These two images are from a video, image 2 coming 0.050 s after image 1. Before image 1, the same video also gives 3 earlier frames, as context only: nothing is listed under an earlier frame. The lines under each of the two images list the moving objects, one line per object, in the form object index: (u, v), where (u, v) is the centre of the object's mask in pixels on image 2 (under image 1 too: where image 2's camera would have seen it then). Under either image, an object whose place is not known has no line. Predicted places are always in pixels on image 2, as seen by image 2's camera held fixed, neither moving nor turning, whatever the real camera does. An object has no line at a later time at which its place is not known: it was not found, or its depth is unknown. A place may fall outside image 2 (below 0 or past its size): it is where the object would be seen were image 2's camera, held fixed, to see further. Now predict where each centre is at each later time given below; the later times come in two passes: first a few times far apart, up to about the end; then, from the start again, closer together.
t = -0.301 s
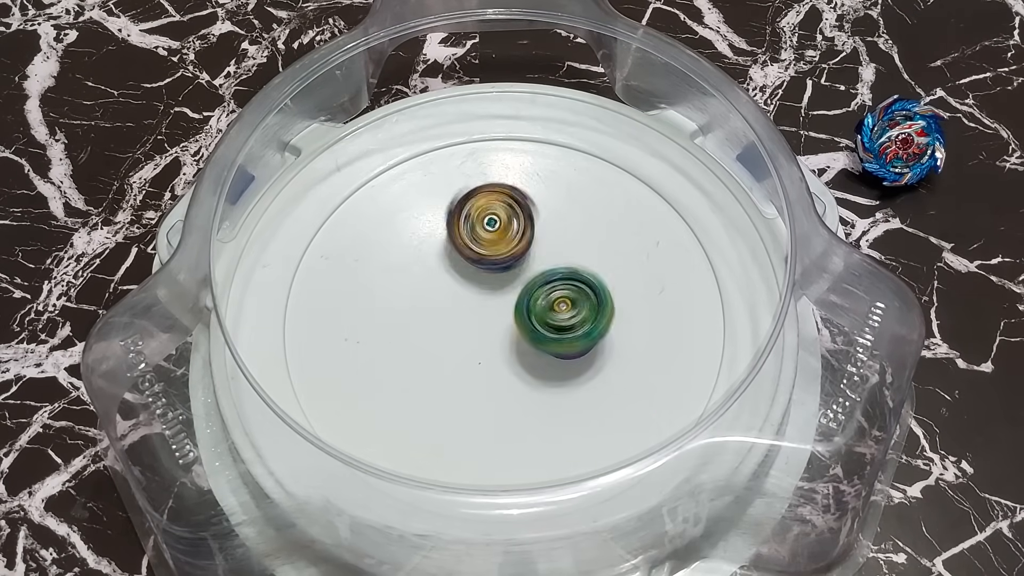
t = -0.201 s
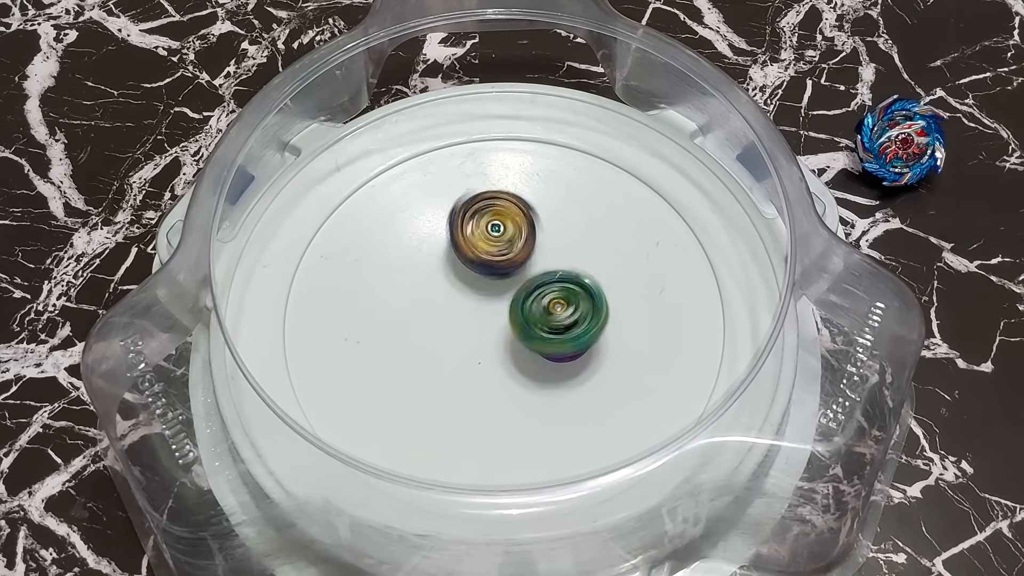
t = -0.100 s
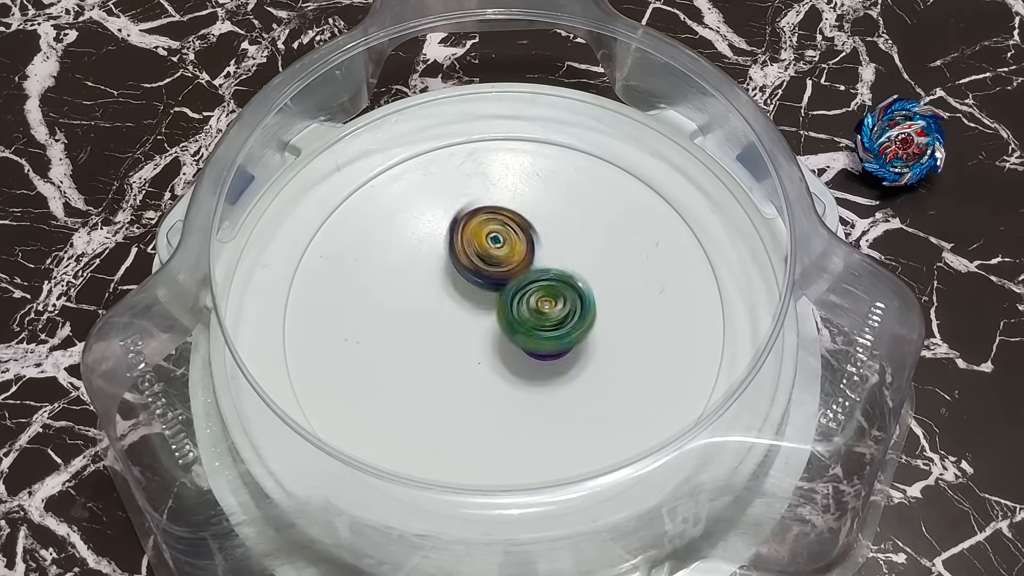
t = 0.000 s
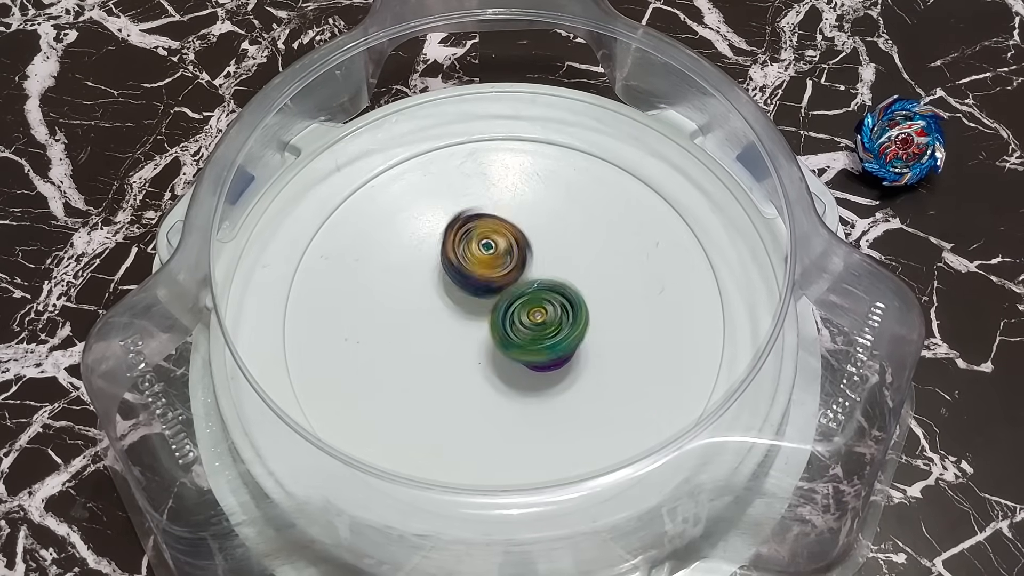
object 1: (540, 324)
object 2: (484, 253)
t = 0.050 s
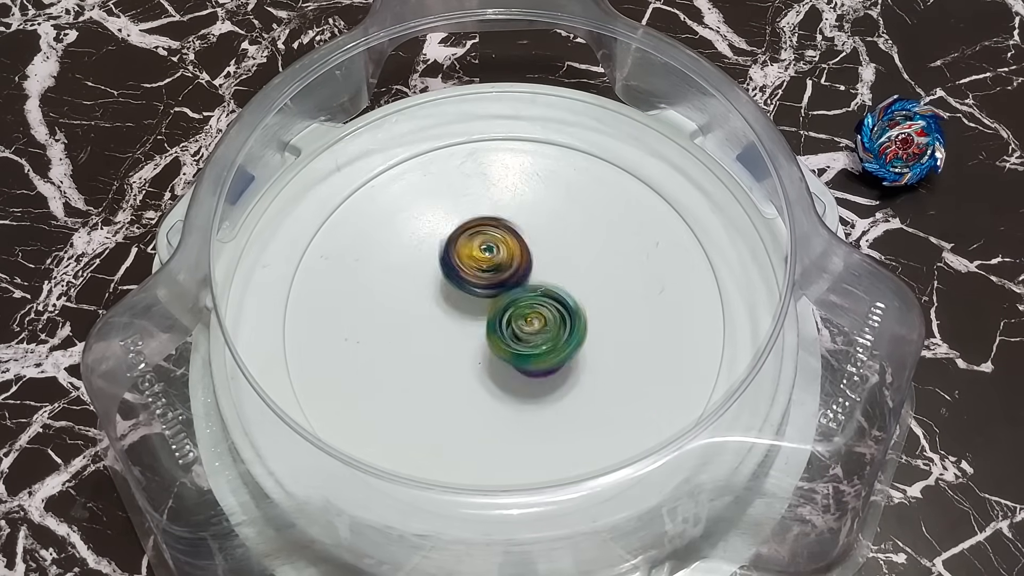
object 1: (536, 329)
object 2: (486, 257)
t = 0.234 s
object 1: (517, 352)
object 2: (485, 256)
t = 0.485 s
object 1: (484, 334)
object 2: (490, 247)
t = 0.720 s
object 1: (484, 329)
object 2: (496, 242)
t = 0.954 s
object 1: (487, 338)
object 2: (497, 252)
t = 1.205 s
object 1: (495, 334)
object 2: (502, 252)
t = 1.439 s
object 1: (495, 347)
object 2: (506, 245)
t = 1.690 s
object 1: (503, 343)
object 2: (499, 256)
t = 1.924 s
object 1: (505, 362)
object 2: (506, 259)
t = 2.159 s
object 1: (503, 340)
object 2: (521, 255)
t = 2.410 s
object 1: (500, 337)
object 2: (531, 256)
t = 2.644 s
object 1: (477, 342)
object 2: (533, 270)
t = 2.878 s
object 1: (471, 325)
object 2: (544, 268)
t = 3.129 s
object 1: (448, 313)
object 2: (554, 264)
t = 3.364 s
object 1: (436, 303)
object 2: (557, 257)
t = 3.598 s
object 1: (451, 297)
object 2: (565, 279)
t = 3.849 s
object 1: (471, 323)
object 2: (562, 293)
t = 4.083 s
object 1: (512, 347)
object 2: (562, 285)
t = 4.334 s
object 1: (530, 346)
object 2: (552, 275)
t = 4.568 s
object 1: (517, 342)
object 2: (552, 275)
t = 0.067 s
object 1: (536, 334)
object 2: (484, 255)
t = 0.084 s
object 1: (533, 338)
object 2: (482, 254)
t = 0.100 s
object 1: (531, 343)
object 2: (481, 253)
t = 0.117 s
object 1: (528, 345)
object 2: (481, 253)
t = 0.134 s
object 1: (527, 347)
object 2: (481, 253)
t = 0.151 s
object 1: (526, 348)
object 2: (481, 253)
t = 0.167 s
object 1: (525, 349)
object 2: (481, 253)
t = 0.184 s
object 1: (524, 350)
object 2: (480, 254)
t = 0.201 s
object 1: (522, 351)
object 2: (482, 255)
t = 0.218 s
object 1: (520, 352)
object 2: (484, 255)
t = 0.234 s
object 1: (517, 352)
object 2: (485, 256)
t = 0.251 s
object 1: (514, 352)
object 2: (486, 255)
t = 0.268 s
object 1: (511, 351)
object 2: (486, 256)
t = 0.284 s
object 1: (508, 351)
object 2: (487, 256)
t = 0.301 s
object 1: (505, 349)
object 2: (489, 256)
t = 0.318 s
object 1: (503, 348)
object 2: (488, 256)
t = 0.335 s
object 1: (502, 347)
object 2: (488, 256)
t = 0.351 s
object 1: (501, 345)
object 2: (488, 256)
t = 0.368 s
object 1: (498, 343)
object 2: (488, 255)
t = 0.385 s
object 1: (496, 340)
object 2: (490, 256)
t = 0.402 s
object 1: (494, 338)
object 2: (489, 255)
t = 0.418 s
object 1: (493, 336)
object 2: (490, 254)
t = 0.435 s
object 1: (490, 336)
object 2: (488, 253)
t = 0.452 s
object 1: (488, 336)
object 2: (489, 250)
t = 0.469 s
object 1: (485, 335)
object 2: (489, 249)
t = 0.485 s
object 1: (484, 334)
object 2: (490, 247)
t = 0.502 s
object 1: (484, 332)
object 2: (491, 246)
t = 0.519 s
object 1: (484, 331)
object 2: (491, 246)
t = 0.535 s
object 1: (485, 330)
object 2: (492, 245)
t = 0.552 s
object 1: (486, 330)
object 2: (492, 245)
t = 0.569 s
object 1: (486, 329)
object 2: (491, 245)
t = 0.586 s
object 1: (485, 329)
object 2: (491, 244)
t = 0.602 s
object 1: (484, 329)
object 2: (491, 245)
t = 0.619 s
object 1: (483, 328)
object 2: (492, 244)
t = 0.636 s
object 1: (483, 326)
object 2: (493, 245)
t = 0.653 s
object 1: (484, 324)
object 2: (493, 243)
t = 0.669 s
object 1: (486, 323)
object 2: (495, 243)
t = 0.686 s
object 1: (486, 324)
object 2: (494, 243)
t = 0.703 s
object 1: (486, 327)
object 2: (495, 242)
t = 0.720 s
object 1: (484, 329)
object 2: (496, 242)
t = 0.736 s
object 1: (484, 329)
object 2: (495, 241)
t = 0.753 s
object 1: (485, 330)
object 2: (494, 242)
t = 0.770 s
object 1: (486, 331)
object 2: (492, 243)
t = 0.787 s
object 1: (487, 331)
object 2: (493, 244)
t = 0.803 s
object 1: (489, 331)
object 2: (494, 245)
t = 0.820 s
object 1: (490, 332)
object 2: (495, 245)
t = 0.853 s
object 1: (489, 334)
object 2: (496, 248)
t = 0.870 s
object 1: (489, 334)
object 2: (498, 249)
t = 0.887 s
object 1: (490, 334)
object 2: (498, 250)
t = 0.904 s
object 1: (490, 334)
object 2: (498, 251)
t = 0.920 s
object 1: (489, 335)
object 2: (497, 251)
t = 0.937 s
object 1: (488, 337)
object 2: (496, 251)
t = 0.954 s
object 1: (487, 338)
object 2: (497, 252)
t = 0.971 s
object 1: (487, 338)
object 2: (496, 252)
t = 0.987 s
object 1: (487, 338)
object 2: (497, 252)
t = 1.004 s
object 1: (489, 338)
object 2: (496, 252)
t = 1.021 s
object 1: (490, 339)
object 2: (496, 252)
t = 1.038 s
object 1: (491, 339)
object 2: (496, 253)
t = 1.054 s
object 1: (491, 339)
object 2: (497, 253)
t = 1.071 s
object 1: (491, 340)
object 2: (500, 254)
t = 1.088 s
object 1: (490, 340)
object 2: (499, 253)
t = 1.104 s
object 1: (489, 339)
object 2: (501, 254)
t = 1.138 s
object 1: (490, 337)
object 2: (502, 253)
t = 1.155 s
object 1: (491, 336)
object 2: (502, 253)
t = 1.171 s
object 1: (493, 335)
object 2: (503, 252)
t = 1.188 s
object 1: (494, 334)
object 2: (502, 253)
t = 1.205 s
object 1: (495, 334)
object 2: (502, 252)
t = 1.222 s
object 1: (494, 338)
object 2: (502, 251)
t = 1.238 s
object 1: (492, 342)
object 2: (502, 249)
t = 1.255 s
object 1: (491, 344)
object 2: (503, 247)
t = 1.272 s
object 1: (490, 344)
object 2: (504, 246)
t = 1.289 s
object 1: (490, 344)
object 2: (506, 245)
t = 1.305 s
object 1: (492, 344)
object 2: (507, 244)
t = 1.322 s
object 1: (494, 345)
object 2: (508, 243)
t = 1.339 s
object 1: (496, 345)
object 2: (508, 242)
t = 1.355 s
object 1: (498, 346)
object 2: (508, 241)
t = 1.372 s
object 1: (499, 347)
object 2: (506, 242)
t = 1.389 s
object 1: (498, 348)
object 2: (505, 242)
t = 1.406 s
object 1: (497, 348)
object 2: (505, 244)
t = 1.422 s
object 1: (496, 348)
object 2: (505, 244)
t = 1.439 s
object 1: (495, 347)
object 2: (506, 245)
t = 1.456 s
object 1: (495, 345)
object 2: (506, 245)
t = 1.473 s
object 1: (496, 345)
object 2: (506, 246)
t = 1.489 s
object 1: (498, 343)
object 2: (507, 248)
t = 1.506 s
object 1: (500, 342)
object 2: (507, 247)
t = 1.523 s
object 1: (502, 341)
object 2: (507, 248)
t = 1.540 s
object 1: (503, 340)
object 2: (505, 248)
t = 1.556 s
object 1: (504, 339)
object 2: (505, 250)
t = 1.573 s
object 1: (503, 338)
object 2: (504, 250)
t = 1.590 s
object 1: (502, 337)
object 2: (505, 253)
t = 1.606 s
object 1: (503, 334)
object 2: (504, 253)
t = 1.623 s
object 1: (504, 333)
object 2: (504, 254)
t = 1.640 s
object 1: (504, 334)
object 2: (500, 254)
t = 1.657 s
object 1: (503, 335)
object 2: (501, 255)
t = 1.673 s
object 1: (504, 338)
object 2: (499, 255)
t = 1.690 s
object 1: (503, 343)
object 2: (499, 256)
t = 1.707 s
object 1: (503, 345)
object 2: (499, 255)
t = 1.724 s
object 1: (503, 347)
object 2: (500, 255)
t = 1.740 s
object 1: (505, 349)
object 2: (499, 255)
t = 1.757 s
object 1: (507, 350)
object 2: (499, 256)
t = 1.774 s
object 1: (508, 352)
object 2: (498, 257)
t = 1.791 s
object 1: (510, 354)
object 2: (499, 258)
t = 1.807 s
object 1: (512, 355)
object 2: (500, 257)
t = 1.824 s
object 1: (512, 357)
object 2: (501, 258)
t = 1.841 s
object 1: (511, 358)
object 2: (503, 258)
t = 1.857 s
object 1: (510, 360)
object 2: (503, 258)
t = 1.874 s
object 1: (508, 361)
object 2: (504, 258)
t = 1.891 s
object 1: (507, 362)
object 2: (504, 259)
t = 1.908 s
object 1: (505, 362)
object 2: (505, 259)
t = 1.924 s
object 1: (505, 362)
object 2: (506, 259)
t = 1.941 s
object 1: (504, 361)
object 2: (508, 259)
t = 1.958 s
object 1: (505, 361)
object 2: (508, 260)
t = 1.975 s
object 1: (505, 360)
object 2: (510, 261)
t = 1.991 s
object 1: (505, 359)
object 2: (511, 261)
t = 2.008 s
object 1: (505, 357)
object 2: (513, 263)
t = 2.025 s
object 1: (504, 355)
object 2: (514, 262)
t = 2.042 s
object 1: (504, 353)
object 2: (515, 262)
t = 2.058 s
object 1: (503, 351)
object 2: (516, 261)
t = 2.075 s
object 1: (503, 348)
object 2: (516, 261)
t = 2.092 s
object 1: (503, 345)
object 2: (517, 260)
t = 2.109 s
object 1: (503, 342)
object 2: (517, 260)
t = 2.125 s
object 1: (504, 340)
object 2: (520, 259)
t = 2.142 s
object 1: (504, 340)
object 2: (520, 257)
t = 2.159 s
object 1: (503, 340)
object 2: (521, 255)
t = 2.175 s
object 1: (502, 339)
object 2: (521, 254)
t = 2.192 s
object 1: (501, 336)
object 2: (521, 254)
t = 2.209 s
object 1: (501, 334)
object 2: (522, 252)
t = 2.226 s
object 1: (503, 332)
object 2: (524, 252)
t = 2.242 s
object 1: (505, 330)
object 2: (525, 250)
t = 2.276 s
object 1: (504, 331)
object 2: (528, 250)
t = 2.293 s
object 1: (504, 331)
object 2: (528, 250)
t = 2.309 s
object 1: (504, 331)
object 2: (529, 250)
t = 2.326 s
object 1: (504, 331)
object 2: (529, 250)
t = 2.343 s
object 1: (505, 331)
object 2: (529, 252)
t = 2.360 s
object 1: (506, 331)
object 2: (530, 252)
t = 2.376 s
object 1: (506, 331)
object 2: (531, 254)
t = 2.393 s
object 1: (504, 333)
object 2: (531, 254)
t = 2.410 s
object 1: (500, 337)
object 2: (531, 256)
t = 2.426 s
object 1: (497, 340)
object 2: (531, 256)
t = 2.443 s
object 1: (493, 342)
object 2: (530, 257)
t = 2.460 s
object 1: (491, 343)
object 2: (530, 259)
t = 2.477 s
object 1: (489, 344)
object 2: (529, 261)
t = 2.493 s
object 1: (488, 345)
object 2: (529, 263)
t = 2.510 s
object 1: (488, 344)
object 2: (529, 264)
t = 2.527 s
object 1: (488, 344)
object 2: (529, 267)
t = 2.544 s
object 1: (488, 345)
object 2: (530, 266)
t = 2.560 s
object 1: (487, 346)
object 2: (530, 266)
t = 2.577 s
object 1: (487, 346)
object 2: (532, 265)
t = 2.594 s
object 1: (485, 346)
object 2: (531, 265)
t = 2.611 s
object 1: (482, 345)
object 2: (531, 267)
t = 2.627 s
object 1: (480, 344)
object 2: (533, 267)
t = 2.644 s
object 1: (477, 342)
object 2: (533, 270)
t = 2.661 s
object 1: (475, 340)
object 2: (535, 271)
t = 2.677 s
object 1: (473, 338)
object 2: (535, 272)
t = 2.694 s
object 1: (472, 337)
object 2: (537, 272)
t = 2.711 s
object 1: (471, 336)
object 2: (539, 272)
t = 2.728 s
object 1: (468, 335)
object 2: (541, 270)
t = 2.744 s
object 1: (466, 334)
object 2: (543, 268)
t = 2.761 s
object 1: (464, 333)
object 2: (543, 266)
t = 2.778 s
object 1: (464, 332)
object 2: (541, 266)
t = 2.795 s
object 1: (464, 331)
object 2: (542, 266)
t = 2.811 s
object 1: (464, 329)
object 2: (541, 267)
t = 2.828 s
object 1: (466, 328)
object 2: (542, 268)
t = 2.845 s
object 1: (468, 327)
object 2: (543, 267)
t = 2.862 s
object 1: (470, 325)
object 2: (544, 267)
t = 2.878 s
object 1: (471, 325)
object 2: (544, 268)
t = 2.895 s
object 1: (473, 324)
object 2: (545, 269)
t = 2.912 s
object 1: (473, 323)
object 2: (546, 269)
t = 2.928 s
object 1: (470, 323)
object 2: (546, 271)
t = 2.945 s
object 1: (467, 322)
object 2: (548, 272)
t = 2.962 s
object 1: (465, 319)
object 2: (548, 272)
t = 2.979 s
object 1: (464, 316)
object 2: (548, 272)
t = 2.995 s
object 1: (464, 313)
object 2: (548, 272)
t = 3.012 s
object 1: (461, 313)
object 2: (549, 270)
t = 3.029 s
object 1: (460, 313)
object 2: (549, 268)
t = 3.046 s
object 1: (459, 313)
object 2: (549, 267)
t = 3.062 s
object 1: (459, 312)
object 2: (546, 267)
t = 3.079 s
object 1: (459, 312)
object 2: (545, 268)
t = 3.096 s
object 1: (455, 313)
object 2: (549, 266)
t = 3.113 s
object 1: (451, 313)
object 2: (551, 265)
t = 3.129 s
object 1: (448, 313)
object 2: (554, 264)
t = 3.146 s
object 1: (444, 313)
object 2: (556, 262)
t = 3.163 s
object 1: (441, 313)
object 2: (556, 262)
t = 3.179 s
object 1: (438, 313)
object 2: (557, 262)
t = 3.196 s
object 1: (436, 312)
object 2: (558, 261)
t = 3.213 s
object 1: (435, 311)
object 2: (557, 261)
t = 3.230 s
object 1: (433, 310)
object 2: (558, 261)
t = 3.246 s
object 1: (432, 309)
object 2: (558, 261)
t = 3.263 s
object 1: (432, 308)
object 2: (559, 261)
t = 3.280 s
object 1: (431, 307)
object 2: (560, 260)
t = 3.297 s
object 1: (432, 306)
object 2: (560, 259)
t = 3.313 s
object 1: (432, 305)
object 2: (560, 258)
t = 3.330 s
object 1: (434, 304)
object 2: (559, 257)
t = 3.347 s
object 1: (435, 304)
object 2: (558, 257)
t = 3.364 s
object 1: (436, 303)
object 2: (557, 257)
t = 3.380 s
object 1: (437, 303)
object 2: (557, 259)
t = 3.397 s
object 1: (438, 302)
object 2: (556, 260)
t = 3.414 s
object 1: (439, 301)
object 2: (555, 262)
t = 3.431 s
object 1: (442, 301)
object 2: (553, 264)
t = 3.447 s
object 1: (444, 300)
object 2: (552, 266)
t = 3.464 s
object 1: (447, 299)
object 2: (551, 268)
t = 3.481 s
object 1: (450, 298)
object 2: (551, 271)
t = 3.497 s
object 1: (454, 296)
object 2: (550, 274)
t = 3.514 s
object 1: (456, 296)
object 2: (552, 275)
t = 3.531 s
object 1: (454, 296)
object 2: (557, 276)
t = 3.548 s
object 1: (452, 297)
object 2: (559, 276)
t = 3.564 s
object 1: (451, 297)
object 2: (562, 277)
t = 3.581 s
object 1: (451, 297)
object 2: (565, 278)
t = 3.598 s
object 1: (451, 297)
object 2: (565, 279)
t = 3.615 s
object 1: (451, 297)
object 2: (565, 280)
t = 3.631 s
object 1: (451, 298)
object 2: (568, 281)
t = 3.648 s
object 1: (452, 299)
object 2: (569, 281)
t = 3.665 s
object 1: (453, 300)
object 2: (568, 283)
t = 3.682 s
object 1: (454, 301)
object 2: (569, 283)
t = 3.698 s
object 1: (455, 303)
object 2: (570, 283)
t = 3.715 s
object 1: (456, 304)
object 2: (569, 283)
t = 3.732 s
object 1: (457, 306)
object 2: (567, 284)
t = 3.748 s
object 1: (459, 309)
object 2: (567, 284)
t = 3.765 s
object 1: (460, 311)
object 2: (566, 285)
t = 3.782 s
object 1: (462, 313)
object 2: (565, 286)
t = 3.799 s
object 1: (464, 316)
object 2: (563, 288)
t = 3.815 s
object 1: (466, 318)
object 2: (563, 291)
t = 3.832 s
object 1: (468, 320)
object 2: (563, 292)
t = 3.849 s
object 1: (471, 323)
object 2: (562, 293)
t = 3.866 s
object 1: (474, 325)
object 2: (561, 293)
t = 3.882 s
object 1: (477, 328)
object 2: (561, 293)
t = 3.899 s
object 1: (480, 331)
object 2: (562, 294)
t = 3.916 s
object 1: (482, 334)
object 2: (562, 293)
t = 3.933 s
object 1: (485, 339)
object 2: (562, 293)
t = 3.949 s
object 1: (488, 341)
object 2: (563, 292)
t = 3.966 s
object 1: (491, 343)
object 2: (564, 291)
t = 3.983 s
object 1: (494, 344)
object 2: (565, 290)
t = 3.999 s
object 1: (497, 345)
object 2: (564, 290)
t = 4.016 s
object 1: (501, 345)
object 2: (565, 289)
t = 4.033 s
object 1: (504, 346)
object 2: (565, 288)
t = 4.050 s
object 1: (507, 346)
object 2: (565, 287)
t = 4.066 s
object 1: (510, 347)
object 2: (564, 286)
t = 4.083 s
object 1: (512, 347)
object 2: (562, 285)
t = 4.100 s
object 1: (515, 347)
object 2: (561, 285)
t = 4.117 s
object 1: (518, 348)
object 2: (560, 284)
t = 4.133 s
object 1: (521, 348)
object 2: (560, 284)
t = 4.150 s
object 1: (523, 349)
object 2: (559, 283)
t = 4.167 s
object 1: (525, 350)
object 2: (558, 281)
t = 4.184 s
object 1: (527, 351)
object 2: (556, 280)
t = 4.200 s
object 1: (528, 350)
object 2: (555, 279)
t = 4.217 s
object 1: (530, 348)
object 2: (554, 278)
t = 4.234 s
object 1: (531, 346)
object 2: (553, 277)
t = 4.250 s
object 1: (531, 346)
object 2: (552, 276)
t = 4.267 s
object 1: (531, 346)
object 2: (552, 276)
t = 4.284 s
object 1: (531, 346)
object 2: (551, 275)
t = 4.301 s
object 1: (531, 346)
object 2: (551, 275)
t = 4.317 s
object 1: (530, 346)
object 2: (552, 275)
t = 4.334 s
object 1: (530, 346)
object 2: (552, 275)
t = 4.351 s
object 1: (529, 346)
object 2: (552, 275)
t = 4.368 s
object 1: (528, 346)
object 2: (552, 275)
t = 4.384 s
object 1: (527, 346)
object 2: (552, 275)
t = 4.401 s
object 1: (526, 346)
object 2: (551, 275)
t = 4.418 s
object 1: (525, 346)
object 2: (552, 275)
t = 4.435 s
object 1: (523, 345)
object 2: (552, 275)
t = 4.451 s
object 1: (522, 344)
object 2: (552, 276)
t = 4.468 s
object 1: (521, 344)
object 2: (552, 275)
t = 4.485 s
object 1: (520, 344)
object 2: (552, 276)
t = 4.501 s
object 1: (519, 343)
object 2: (552, 275)
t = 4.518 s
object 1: (518, 343)
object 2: (552, 276)
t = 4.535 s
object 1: (518, 343)
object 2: (552, 276)
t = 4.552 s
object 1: (517, 342)
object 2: (552, 275)
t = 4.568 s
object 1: (517, 342)
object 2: (552, 275)
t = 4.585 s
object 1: (516, 342)
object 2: (552, 276)
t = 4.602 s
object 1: (516, 342)
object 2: (552, 276)
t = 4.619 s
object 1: (516, 342)
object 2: (552, 276)
